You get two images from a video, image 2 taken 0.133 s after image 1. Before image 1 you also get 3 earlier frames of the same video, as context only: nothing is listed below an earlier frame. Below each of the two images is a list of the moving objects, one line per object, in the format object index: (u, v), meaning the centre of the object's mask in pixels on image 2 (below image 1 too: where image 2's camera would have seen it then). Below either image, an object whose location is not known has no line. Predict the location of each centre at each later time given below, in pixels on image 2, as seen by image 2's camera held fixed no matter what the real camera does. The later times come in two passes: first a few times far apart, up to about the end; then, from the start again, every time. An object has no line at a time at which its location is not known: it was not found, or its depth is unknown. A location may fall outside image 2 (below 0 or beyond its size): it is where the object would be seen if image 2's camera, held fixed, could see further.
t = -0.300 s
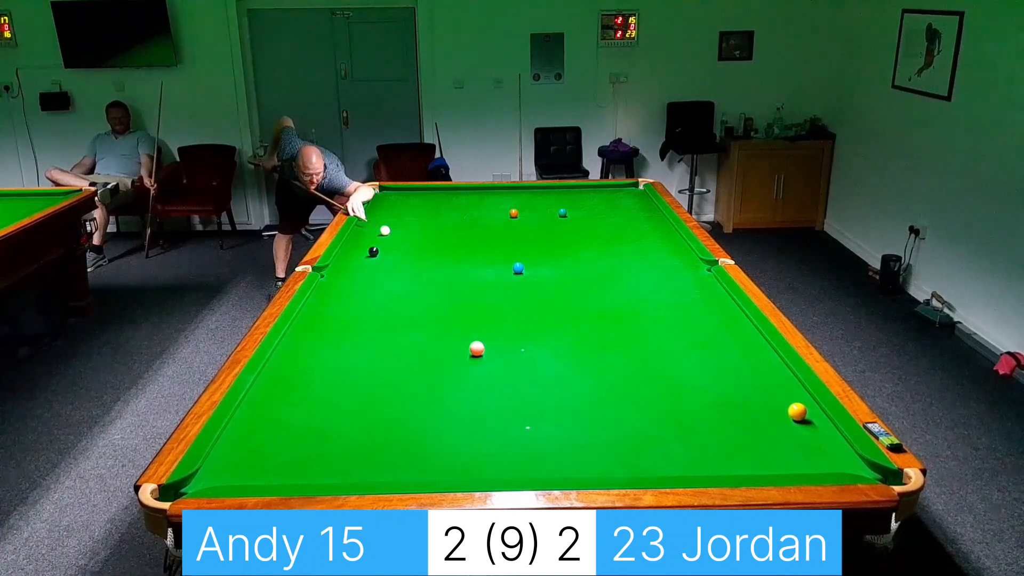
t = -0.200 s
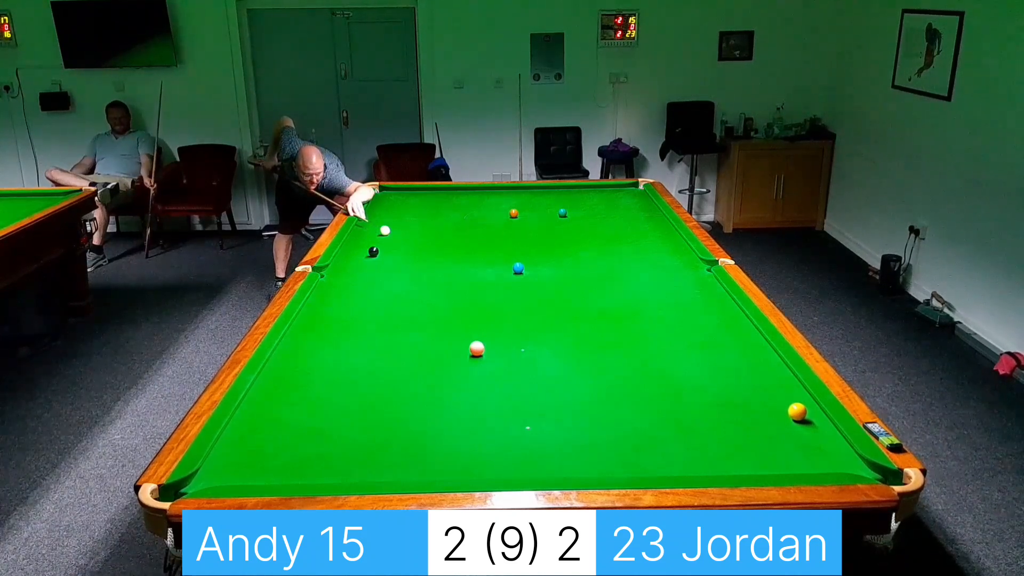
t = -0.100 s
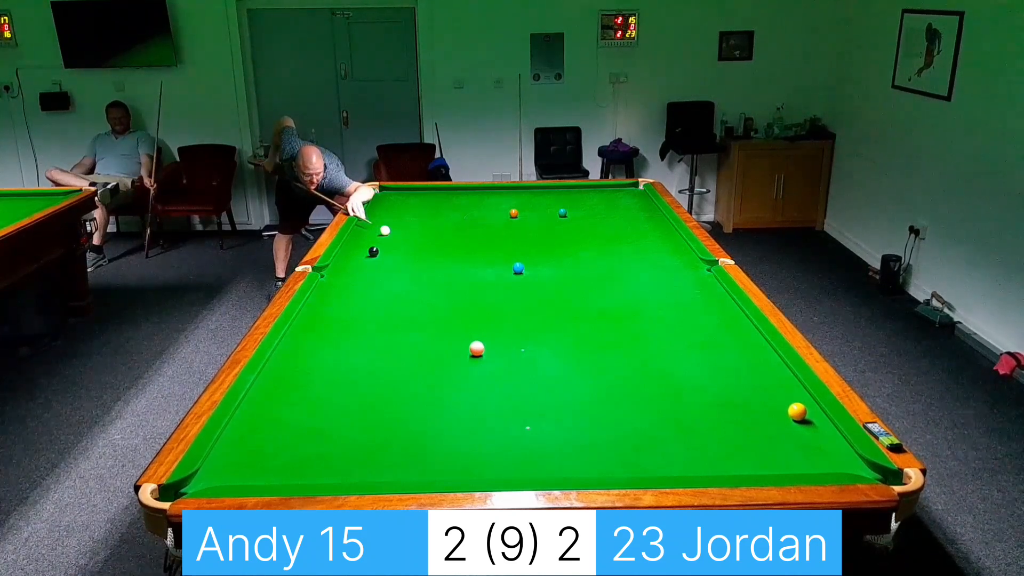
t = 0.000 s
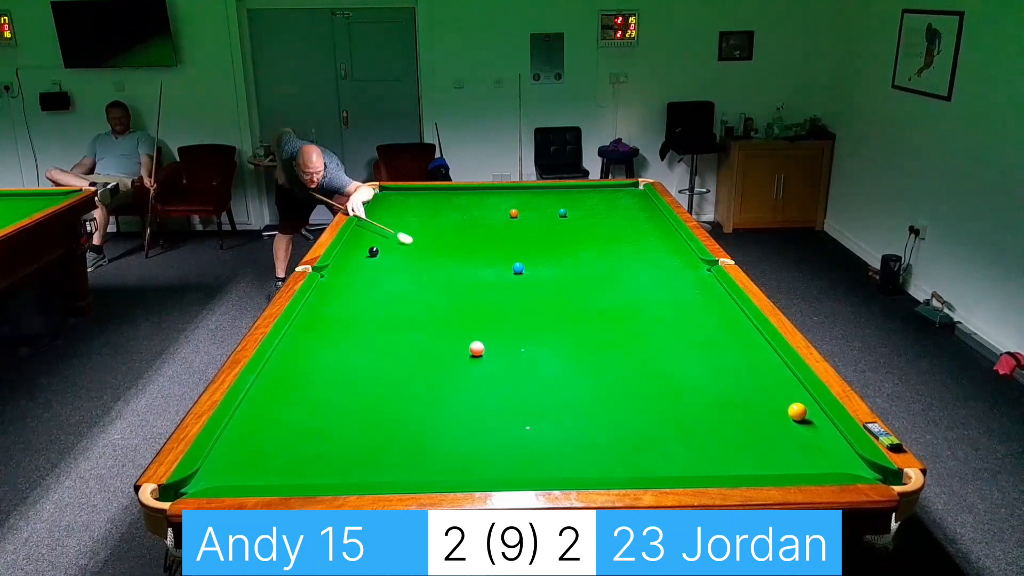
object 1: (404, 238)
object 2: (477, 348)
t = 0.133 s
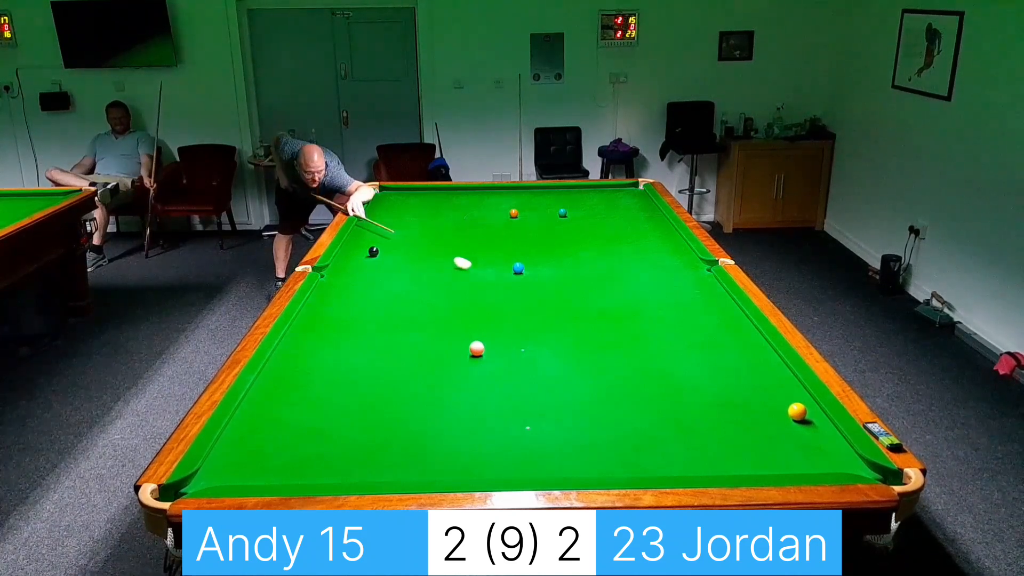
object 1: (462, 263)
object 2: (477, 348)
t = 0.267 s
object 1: (531, 293)
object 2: (477, 348)
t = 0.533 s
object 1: (731, 378)
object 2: (477, 348)
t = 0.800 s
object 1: (727, 399)
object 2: (477, 348)
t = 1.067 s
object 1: (635, 411)
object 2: (477, 348)
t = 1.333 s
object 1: (561, 436)
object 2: (477, 348)
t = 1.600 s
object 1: (481, 464)
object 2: (477, 348)
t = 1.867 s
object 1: (412, 464)
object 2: (477, 348)
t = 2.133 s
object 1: (356, 450)
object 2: (477, 348)
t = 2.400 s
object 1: (304, 438)
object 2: (477, 348)
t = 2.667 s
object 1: (258, 426)
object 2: (477, 348)
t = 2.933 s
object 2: (477, 348)
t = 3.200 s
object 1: (295, 404)
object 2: (475, 345)
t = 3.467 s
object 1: (328, 393)
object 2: (477, 348)
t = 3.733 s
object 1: (358, 384)
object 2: (477, 348)
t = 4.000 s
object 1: (384, 376)
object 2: (477, 348)
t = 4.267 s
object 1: (408, 369)
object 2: (477, 348)
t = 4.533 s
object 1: (429, 362)
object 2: (477, 348)
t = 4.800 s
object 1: (448, 356)
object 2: (477, 348)
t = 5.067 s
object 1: (464, 351)
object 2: (477, 348)
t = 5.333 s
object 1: (466, 350)
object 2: (486, 346)
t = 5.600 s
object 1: (467, 349)
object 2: (494, 344)
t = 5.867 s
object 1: (467, 349)
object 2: (500, 343)
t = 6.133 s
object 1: (467, 349)
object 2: (504, 342)
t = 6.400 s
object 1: (467, 349)
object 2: (507, 341)
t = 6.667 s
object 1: (467, 349)
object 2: (509, 341)
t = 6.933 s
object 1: (467, 348)
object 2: (509, 341)
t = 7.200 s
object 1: (467, 349)
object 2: (509, 340)
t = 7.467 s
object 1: (467, 349)
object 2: (509, 340)
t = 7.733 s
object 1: (467, 349)
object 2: (509, 340)
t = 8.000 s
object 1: (467, 349)
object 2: (509, 340)
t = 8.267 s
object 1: (467, 349)
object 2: (509, 340)
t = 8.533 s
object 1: (467, 349)
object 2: (509, 340)
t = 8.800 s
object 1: (467, 349)
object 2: (509, 340)
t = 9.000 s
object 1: (467, 349)
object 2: (509, 340)
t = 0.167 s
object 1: (478, 270)
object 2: (477, 348)
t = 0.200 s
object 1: (495, 277)
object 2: (477, 348)
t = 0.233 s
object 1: (512, 284)
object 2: (477, 348)
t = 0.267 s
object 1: (531, 293)
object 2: (477, 348)
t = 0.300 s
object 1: (550, 301)
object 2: (477, 348)
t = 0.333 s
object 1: (571, 310)
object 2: (477, 348)
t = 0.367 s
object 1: (593, 319)
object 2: (477, 348)
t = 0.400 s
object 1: (617, 329)
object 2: (477, 348)
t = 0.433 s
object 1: (642, 340)
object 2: (477, 348)
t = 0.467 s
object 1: (670, 351)
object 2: (477, 348)
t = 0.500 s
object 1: (699, 364)
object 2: (477, 348)
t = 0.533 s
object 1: (731, 378)
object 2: (477, 348)
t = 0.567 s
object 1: (765, 392)
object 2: (477, 348)
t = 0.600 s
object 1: (794, 401)
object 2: (477, 348)
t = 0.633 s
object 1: (805, 401)
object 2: (477, 348)
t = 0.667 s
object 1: (789, 400)
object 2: (477, 348)
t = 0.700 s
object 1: (773, 399)
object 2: (477, 348)
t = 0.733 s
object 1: (756, 399)
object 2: (477, 348)
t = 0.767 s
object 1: (741, 399)
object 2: (477, 348)
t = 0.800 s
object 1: (727, 399)
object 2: (477, 348)
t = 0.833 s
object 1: (713, 399)
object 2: (477, 348)
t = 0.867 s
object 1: (700, 400)
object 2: (477, 348)
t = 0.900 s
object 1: (688, 401)
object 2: (477, 348)
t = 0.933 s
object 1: (675, 402)
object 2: (477, 348)
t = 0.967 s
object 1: (665, 404)
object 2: (477, 348)
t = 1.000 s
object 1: (655, 406)
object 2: (477, 348)
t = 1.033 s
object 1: (644, 408)
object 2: (477, 348)
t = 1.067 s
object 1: (635, 411)
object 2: (477, 348)
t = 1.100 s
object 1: (626, 414)
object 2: (477, 348)
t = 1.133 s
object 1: (617, 417)
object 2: (477, 348)
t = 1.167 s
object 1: (608, 420)
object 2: (477, 348)
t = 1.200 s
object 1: (599, 423)
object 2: (477, 348)
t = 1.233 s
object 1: (590, 427)
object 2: (477, 348)
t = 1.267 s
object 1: (581, 430)
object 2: (477, 348)
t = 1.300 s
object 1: (571, 433)
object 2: (477, 348)
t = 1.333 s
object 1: (561, 436)
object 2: (477, 348)
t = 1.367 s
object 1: (552, 439)
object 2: (477, 348)
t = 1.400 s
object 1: (543, 443)
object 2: (477, 348)
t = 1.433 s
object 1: (532, 446)
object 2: (477, 348)
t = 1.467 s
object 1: (523, 450)
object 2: (477, 348)
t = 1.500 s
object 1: (513, 453)
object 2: (477, 348)
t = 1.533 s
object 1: (502, 457)
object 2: (477, 348)
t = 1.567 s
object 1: (492, 460)
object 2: (477, 348)
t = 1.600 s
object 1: (481, 464)
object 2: (477, 348)
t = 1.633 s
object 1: (471, 467)
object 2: (477, 348)
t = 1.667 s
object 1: (460, 471)
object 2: (477, 348)
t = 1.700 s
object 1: (449, 472)
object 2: (477, 348)
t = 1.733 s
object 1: (442, 471)
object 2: (477, 348)
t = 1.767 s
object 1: (435, 470)
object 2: (477, 348)
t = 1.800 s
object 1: (427, 468)
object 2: (477, 348)
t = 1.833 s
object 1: (420, 465)
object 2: (477, 348)
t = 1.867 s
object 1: (412, 464)
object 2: (477, 348)
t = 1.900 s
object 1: (405, 462)
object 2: (477, 348)
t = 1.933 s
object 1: (398, 460)
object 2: (477, 348)
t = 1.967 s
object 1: (391, 459)
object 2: (477, 348)
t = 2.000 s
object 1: (383, 457)
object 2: (477, 348)
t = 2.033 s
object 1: (376, 455)
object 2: (477, 348)
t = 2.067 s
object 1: (370, 453)
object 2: (477, 348)
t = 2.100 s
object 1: (363, 452)
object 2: (477, 348)
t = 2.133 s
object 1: (356, 450)
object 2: (477, 348)
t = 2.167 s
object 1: (349, 449)
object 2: (477, 348)
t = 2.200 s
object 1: (342, 447)
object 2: (477, 348)
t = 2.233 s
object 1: (336, 445)
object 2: (477, 348)
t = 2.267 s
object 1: (330, 444)
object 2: (477, 348)
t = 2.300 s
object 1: (323, 442)
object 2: (477, 348)
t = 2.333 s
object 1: (317, 441)
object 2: (477, 348)
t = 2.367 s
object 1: (311, 439)
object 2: (477, 348)
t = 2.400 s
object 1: (304, 438)
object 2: (477, 348)
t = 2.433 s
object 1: (298, 436)
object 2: (477, 348)
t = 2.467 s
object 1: (293, 435)
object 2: (477, 348)
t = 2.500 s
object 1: (286, 433)
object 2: (477, 348)
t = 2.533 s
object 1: (280, 432)
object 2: (477, 348)
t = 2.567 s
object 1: (275, 430)
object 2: (477, 348)
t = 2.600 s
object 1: (269, 429)
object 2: (477, 348)
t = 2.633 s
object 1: (263, 428)
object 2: (477, 348)
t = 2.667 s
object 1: (258, 426)
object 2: (477, 348)
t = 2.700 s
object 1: (252, 425)
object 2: (477, 348)
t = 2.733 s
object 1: (246, 424)
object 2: (477, 348)
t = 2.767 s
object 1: (241, 422)
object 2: (477, 348)
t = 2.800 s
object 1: (239, 419)
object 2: (477, 348)
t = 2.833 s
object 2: (477, 348)
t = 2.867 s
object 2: (477, 348)
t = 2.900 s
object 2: (477, 348)
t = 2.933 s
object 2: (477, 348)
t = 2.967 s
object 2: (477, 348)
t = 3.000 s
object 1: (267, 409)
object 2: (477, 348)
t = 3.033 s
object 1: (274, 411)
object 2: (477, 346)
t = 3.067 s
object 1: (278, 410)
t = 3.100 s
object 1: (282, 408)
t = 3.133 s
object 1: (287, 407)
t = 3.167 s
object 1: (291, 405)
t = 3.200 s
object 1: (295, 404)
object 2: (475, 345)
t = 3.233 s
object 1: (300, 403)
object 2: (477, 348)
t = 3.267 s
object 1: (304, 401)
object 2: (477, 348)
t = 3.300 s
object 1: (309, 399)
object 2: (477, 348)
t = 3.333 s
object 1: (313, 398)
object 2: (477, 348)
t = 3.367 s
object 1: (317, 397)
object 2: (477, 348)
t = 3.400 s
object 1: (321, 396)
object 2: (477, 348)
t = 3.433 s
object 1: (325, 395)
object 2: (477, 348)
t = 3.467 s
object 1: (328, 393)
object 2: (477, 348)
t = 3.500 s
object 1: (332, 392)
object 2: (477, 348)
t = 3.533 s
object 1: (336, 391)
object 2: (477, 348)
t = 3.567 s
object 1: (340, 390)
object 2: (477, 348)
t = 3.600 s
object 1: (344, 389)
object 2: (477, 348)
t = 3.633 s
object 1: (347, 388)
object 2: (477, 348)
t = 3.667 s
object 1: (351, 386)
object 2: (477, 348)
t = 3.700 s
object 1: (354, 385)
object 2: (477, 348)
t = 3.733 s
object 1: (358, 384)
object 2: (477, 348)
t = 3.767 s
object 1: (361, 383)
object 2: (477, 348)
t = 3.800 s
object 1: (365, 382)
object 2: (477, 348)
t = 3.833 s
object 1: (368, 381)
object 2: (477, 348)
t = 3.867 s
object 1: (372, 380)
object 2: (477, 348)
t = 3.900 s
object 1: (375, 379)
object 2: (477, 348)
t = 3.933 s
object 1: (378, 378)
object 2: (477, 348)
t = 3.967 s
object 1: (381, 377)
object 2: (477, 348)
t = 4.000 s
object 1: (384, 376)
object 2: (477, 348)
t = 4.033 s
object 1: (387, 375)
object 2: (477, 348)
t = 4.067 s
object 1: (391, 374)
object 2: (477, 348)
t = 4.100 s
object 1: (393, 373)
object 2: (477, 348)
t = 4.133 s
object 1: (397, 372)
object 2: (477, 348)
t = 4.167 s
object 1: (400, 372)
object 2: (477, 348)
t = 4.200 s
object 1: (403, 370)
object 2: (477, 348)
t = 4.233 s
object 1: (405, 370)
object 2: (477, 348)
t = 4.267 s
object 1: (408, 369)
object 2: (477, 348)
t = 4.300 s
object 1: (411, 367)
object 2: (477, 348)
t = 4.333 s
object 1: (413, 367)
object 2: (477, 348)
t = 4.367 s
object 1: (416, 366)
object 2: (477, 348)
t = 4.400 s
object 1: (419, 366)
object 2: (477, 348)
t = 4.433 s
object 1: (421, 365)
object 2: (477, 348)
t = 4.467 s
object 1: (424, 364)
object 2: (477, 348)
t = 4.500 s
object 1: (427, 363)
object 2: (477, 348)
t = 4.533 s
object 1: (429, 362)
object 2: (477, 348)
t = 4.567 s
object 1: (432, 361)
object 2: (477, 348)
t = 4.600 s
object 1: (434, 360)
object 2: (477, 348)
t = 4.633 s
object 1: (437, 359)
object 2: (477, 348)
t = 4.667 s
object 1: (439, 359)
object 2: (477, 348)
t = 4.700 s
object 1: (441, 358)
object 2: (477, 348)
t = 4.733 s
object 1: (443, 358)
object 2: (477, 348)
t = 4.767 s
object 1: (446, 357)
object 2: (477, 348)
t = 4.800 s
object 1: (448, 356)
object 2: (477, 348)
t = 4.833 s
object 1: (450, 356)
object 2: (477, 348)
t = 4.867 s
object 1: (452, 355)
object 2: (477, 348)
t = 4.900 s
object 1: (454, 354)
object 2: (477, 348)
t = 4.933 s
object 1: (456, 354)
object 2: (477, 348)
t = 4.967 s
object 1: (458, 353)
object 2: (477, 348)
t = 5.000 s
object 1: (460, 352)
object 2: (477, 348)
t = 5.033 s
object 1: (462, 351)
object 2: (477, 348)
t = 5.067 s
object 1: (464, 351)
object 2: (477, 348)
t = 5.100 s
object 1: (464, 351)
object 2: (478, 348)
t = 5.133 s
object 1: (465, 351)
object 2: (480, 348)
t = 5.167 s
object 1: (465, 351)
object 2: (481, 347)
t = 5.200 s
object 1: (465, 350)
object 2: (482, 347)
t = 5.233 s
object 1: (465, 350)
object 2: (483, 347)
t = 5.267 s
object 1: (466, 350)
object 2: (484, 346)
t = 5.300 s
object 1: (466, 350)
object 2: (485, 346)
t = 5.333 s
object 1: (466, 350)
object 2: (486, 346)
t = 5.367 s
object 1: (466, 349)
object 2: (487, 346)
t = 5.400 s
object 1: (466, 350)
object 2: (488, 345)
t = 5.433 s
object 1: (466, 350)
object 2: (489, 345)
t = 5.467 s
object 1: (467, 350)
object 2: (490, 345)
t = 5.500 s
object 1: (467, 349)
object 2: (491, 345)
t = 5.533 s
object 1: (467, 349)
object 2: (492, 344)
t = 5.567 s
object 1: (467, 349)
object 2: (493, 344)
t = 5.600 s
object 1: (467, 349)
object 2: (494, 344)
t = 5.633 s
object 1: (467, 349)
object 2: (494, 344)
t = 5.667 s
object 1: (467, 349)
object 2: (495, 344)
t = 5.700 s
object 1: (467, 349)
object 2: (496, 343)
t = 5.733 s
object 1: (467, 349)
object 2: (497, 343)
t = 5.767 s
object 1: (467, 349)
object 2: (498, 343)
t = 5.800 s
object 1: (467, 349)
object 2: (498, 343)
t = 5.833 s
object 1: (467, 349)
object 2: (499, 343)
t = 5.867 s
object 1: (467, 349)
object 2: (500, 343)
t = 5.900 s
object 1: (467, 349)
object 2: (500, 342)
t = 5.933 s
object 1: (467, 349)
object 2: (501, 342)
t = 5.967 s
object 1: (467, 349)
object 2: (502, 342)
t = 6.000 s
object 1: (467, 349)
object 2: (502, 342)
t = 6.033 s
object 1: (467, 349)
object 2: (503, 342)
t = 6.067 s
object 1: (467, 349)
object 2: (503, 342)
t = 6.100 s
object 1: (467, 349)
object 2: (504, 342)
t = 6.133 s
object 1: (467, 349)
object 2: (504, 342)
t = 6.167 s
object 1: (467, 349)
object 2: (505, 342)
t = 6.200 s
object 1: (467, 349)
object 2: (505, 342)
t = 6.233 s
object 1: (467, 349)
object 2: (505, 341)
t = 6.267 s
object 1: (467, 349)
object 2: (506, 341)
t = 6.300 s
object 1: (467, 349)
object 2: (506, 341)
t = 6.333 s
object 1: (467, 349)
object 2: (507, 341)
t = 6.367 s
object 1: (467, 349)
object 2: (507, 341)
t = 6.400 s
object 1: (467, 349)
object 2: (507, 341)
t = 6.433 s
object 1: (467, 349)
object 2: (508, 341)
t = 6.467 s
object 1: (467, 349)
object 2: (508, 341)
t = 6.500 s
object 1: (467, 349)
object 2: (508, 341)
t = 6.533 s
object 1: (467, 349)
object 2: (508, 341)
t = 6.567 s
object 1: (467, 349)
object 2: (509, 341)
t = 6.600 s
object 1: (467, 349)
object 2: (509, 341)
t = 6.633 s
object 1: (467, 349)
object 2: (509, 341)
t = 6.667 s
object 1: (467, 349)
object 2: (509, 341)
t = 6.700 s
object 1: (467, 349)
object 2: (509, 341)
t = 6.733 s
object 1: (467, 349)
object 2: (509, 341)
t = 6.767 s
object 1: (467, 349)
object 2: (509, 341)
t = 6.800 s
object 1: (467, 349)
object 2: (509, 341)
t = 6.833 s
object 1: (467, 349)
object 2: (509, 341)
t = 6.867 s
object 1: (467, 348)
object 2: (509, 341)
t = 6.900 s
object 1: (467, 348)
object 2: (509, 341)
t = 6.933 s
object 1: (467, 348)
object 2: (509, 341)
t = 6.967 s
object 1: (467, 349)
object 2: (509, 341)
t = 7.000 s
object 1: (467, 348)
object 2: (509, 340)
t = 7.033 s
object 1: (467, 349)
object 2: (509, 340)
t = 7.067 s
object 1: (467, 348)
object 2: (509, 340)
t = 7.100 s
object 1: (467, 348)
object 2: (509, 340)
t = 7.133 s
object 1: (467, 349)
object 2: (509, 340)
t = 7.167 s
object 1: (467, 348)
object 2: (509, 340)
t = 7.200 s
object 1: (467, 349)
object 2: (509, 340)
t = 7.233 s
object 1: (467, 348)
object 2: (509, 340)
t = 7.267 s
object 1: (467, 348)
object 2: (509, 340)
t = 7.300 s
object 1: (467, 349)
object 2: (509, 340)
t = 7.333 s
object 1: (467, 349)
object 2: (509, 340)
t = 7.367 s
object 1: (467, 349)
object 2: (509, 340)
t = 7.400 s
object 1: (467, 349)
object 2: (509, 340)
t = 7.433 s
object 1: (467, 349)
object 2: (509, 340)
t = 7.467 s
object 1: (467, 349)
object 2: (509, 340)
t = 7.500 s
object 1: (467, 349)
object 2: (509, 340)
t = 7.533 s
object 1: (467, 349)
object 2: (509, 340)
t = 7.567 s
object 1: (467, 349)
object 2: (509, 340)
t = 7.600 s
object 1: (467, 349)
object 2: (509, 340)
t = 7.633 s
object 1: (467, 349)
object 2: (509, 340)
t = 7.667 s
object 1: (467, 349)
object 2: (509, 340)
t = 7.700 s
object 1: (467, 349)
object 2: (509, 340)
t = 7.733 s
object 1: (467, 349)
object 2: (509, 340)
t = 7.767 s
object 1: (467, 349)
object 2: (509, 340)
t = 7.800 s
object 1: (467, 349)
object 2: (509, 340)
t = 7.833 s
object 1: (467, 349)
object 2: (509, 340)
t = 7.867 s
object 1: (467, 349)
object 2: (509, 340)
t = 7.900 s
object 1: (467, 349)
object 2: (509, 340)
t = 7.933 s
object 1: (467, 349)
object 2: (509, 340)
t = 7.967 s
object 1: (467, 349)
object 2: (509, 340)
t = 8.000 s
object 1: (467, 349)
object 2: (509, 340)
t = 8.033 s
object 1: (467, 349)
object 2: (509, 340)
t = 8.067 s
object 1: (467, 349)
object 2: (509, 340)
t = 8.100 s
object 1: (467, 349)
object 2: (509, 340)
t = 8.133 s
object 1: (467, 349)
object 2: (509, 340)
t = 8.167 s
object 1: (467, 349)
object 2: (509, 340)
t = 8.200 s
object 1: (467, 349)
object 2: (509, 340)
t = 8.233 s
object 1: (467, 349)
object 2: (509, 340)
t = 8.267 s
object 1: (467, 349)
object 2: (509, 340)
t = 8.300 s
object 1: (467, 349)
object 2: (509, 340)
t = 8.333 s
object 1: (467, 349)
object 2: (509, 340)
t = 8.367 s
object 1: (467, 349)
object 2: (509, 340)
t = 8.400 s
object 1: (467, 349)
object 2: (509, 340)
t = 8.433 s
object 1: (467, 349)
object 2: (509, 340)
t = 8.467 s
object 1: (467, 349)
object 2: (509, 340)
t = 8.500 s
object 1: (467, 349)
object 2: (509, 340)
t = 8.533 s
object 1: (467, 349)
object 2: (509, 340)
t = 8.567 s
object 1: (467, 349)
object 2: (509, 340)
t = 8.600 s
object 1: (467, 349)
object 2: (509, 340)
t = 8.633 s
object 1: (467, 349)
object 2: (509, 340)
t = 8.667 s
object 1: (467, 349)
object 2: (509, 340)
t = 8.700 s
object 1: (467, 349)
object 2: (509, 340)
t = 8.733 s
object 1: (467, 349)
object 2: (509, 340)
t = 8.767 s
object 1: (467, 349)
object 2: (509, 340)
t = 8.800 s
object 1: (467, 349)
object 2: (509, 340)
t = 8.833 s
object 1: (467, 349)
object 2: (509, 340)
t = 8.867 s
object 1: (467, 349)
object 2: (509, 340)
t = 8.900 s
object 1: (467, 349)
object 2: (509, 340)
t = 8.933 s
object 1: (467, 349)
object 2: (509, 340)
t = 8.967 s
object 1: (467, 349)
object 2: (509, 340)
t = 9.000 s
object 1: (467, 349)
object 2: (509, 340)
